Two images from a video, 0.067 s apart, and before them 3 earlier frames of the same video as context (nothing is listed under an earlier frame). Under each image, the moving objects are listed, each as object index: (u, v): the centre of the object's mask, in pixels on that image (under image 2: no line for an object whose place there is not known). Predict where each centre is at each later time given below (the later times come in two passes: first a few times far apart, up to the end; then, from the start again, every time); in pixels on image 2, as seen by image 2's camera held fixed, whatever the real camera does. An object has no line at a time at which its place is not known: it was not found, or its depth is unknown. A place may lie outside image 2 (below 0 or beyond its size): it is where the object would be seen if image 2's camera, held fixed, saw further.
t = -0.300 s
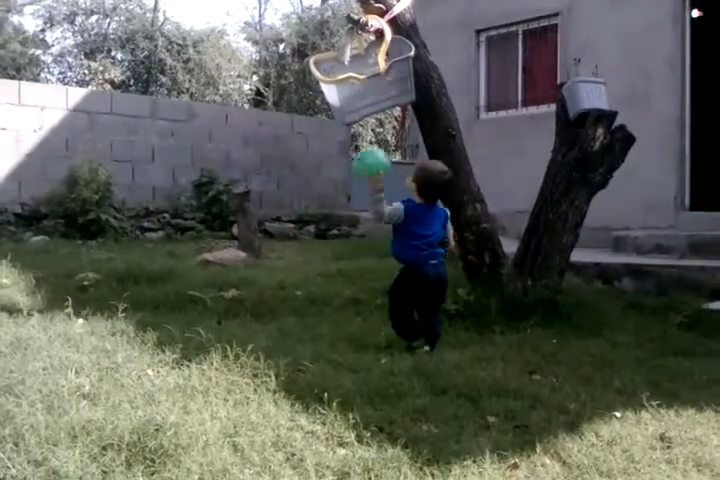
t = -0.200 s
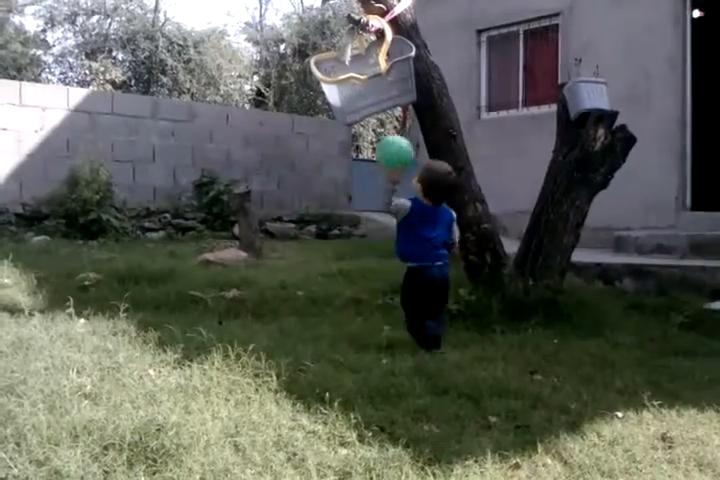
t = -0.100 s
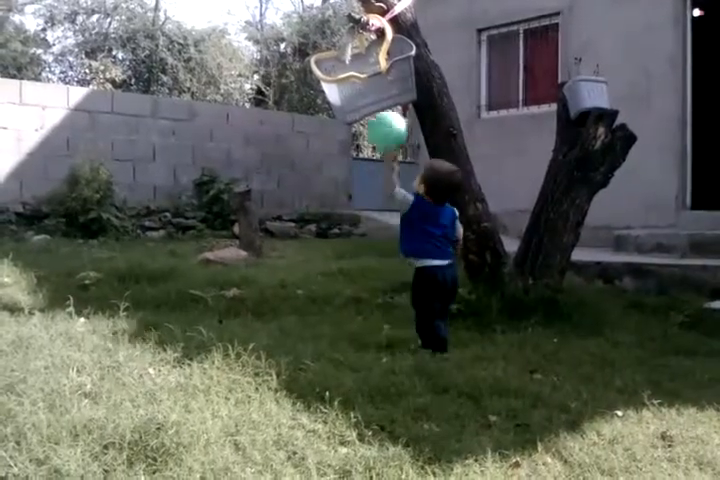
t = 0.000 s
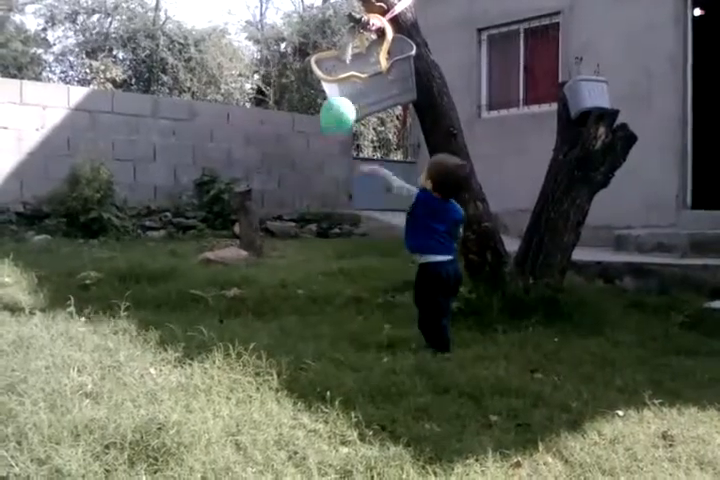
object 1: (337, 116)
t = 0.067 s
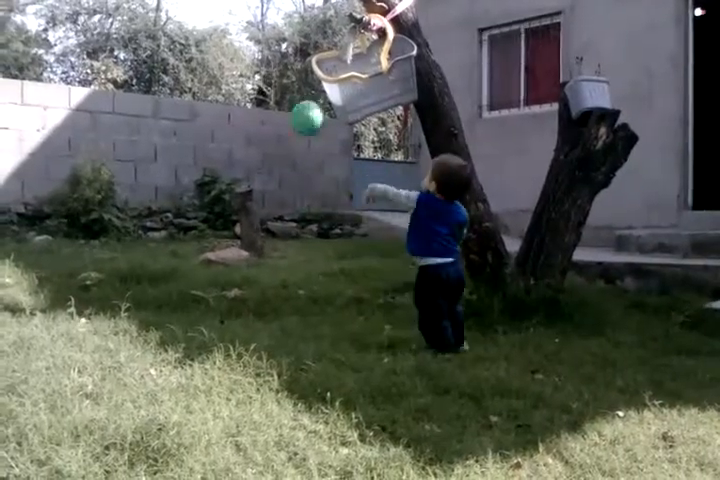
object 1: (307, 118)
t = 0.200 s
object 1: (255, 149)
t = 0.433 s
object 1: (179, 265)
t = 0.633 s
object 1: (164, 232)
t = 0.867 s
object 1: (152, 250)
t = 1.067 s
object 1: (156, 253)
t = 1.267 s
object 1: (165, 252)
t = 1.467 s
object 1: (173, 255)
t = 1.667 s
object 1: (177, 255)
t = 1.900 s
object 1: (177, 255)
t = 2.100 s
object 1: (176, 255)
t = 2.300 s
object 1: (176, 255)
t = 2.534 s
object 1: (176, 255)
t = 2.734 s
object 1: (177, 255)
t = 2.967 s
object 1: (176, 255)
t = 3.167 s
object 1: (176, 255)
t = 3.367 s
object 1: (176, 255)
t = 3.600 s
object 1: (177, 255)
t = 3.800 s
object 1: (176, 255)
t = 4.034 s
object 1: (176, 255)
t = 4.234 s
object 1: (176, 255)
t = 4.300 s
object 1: (177, 255)
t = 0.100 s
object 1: (292, 123)
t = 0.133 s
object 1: (279, 129)
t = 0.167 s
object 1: (268, 138)
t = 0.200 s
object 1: (255, 149)
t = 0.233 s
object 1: (244, 161)
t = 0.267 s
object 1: (229, 176)
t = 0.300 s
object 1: (218, 191)
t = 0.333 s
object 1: (209, 208)
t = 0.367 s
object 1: (199, 226)
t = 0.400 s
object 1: (189, 244)
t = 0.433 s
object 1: (179, 265)
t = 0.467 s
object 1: (176, 268)
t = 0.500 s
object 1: (171, 261)
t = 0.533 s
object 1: (171, 247)
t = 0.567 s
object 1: (170, 240)
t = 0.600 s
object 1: (167, 235)
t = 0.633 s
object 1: (164, 232)
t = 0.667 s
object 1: (162, 230)
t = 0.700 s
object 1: (161, 230)
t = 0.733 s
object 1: (159, 230)
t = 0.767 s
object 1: (157, 234)
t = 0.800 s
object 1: (155, 239)
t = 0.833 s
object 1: (154, 244)
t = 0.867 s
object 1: (152, 250)
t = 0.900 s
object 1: (151, 254)
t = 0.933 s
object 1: (151, 254)
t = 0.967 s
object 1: (152, 254)
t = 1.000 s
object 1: (153, 253)
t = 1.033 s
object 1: (154, 253)
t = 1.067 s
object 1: (156, 253)
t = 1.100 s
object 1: (156, 253)
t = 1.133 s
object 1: (160, 252)
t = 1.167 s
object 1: (162, 252)
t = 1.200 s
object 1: (163, 252)
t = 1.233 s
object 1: (165, 252)
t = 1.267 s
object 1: (165, 252)
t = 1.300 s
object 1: (167, 253)
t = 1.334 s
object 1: (169, 254)
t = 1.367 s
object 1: (170, 254)
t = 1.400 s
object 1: (170, 255)
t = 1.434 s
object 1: (172, 255)
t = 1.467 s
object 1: (173, 255)
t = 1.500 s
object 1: (175, 255)
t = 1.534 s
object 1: (176, 255)
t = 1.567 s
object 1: (177, 255)
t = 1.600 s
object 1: (177, 255)
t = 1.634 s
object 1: (177, 255)
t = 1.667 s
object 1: (177, 255)
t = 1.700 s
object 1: (177, 255)
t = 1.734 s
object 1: (177, 255)
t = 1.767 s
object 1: (177, 255)
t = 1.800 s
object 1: (177, 255)
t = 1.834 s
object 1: (176, 255)
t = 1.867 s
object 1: (176, 255)
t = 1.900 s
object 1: (177, 255)
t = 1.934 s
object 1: (176, 255)
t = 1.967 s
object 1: (176, 255)
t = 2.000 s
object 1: (176, 255)
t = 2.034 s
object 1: (176, 255)
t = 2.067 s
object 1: (176, 255)
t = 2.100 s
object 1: (176, 255)
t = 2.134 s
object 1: (176, 255)
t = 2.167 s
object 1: (176, 255)
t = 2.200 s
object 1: (176, 255)
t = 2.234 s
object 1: (176, 255)
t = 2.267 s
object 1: (176, 255)
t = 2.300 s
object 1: (176, 255)
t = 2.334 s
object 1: (176, 255)
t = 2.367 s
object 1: (176, 255)
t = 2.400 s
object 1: (176, 255)
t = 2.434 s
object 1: (176, 255)
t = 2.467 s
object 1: (176, 255)
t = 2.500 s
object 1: (176, 255)
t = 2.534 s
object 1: (176, 255)
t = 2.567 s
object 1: (176, 255)
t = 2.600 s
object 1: (176, 255)
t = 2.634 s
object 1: (176, 255)
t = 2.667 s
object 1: (176, 255)
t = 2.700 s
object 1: (176, 255)
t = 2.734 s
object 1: (177, 255)
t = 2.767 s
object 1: (176, 255)
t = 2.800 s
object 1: (176, 255)
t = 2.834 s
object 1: (176, 255)
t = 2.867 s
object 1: (176, 255)
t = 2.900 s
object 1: (176, 255)
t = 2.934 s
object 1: (176, 255)
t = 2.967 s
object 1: (176, 255)
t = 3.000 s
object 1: (176, 255)
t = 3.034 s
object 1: (176, 255)
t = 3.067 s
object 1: (176, 255)
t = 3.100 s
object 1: (176, 255)
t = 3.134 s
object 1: (176, 255)
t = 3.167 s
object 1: (176, 255)
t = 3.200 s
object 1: (176, 255)
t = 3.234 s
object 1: (176, 255)
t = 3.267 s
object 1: (176, 255)
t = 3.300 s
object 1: (176, 255)
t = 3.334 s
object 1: (176, 255)
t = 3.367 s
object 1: (176, 255)
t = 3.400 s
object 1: (176, 255)
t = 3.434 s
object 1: (176, 255)
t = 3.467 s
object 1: (176, 255)
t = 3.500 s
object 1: (176, 255)
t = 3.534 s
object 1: (176, 255)
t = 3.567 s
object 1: (177, 255)
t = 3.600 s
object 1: (177, 255)
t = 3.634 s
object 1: (177, 255)
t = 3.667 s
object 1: (176, 255)
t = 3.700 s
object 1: (176, 255)
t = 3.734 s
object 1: (176, 255)
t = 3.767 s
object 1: (176, 255)
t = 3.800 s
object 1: (176, 255)
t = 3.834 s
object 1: (176, 255)
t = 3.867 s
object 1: (176, 255)
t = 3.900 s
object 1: (176, 255)
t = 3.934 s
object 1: (176, 255)
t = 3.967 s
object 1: (176, 255)
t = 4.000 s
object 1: (176, 255)
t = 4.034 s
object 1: (176, 255)
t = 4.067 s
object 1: (176, 255)
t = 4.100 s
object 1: (176, 255)
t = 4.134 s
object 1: (176, 255)
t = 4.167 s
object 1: (176, 255)
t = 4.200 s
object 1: (176, 255)
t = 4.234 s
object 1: (176, 255)
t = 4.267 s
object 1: (176, 255)
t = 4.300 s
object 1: (177, 255)
